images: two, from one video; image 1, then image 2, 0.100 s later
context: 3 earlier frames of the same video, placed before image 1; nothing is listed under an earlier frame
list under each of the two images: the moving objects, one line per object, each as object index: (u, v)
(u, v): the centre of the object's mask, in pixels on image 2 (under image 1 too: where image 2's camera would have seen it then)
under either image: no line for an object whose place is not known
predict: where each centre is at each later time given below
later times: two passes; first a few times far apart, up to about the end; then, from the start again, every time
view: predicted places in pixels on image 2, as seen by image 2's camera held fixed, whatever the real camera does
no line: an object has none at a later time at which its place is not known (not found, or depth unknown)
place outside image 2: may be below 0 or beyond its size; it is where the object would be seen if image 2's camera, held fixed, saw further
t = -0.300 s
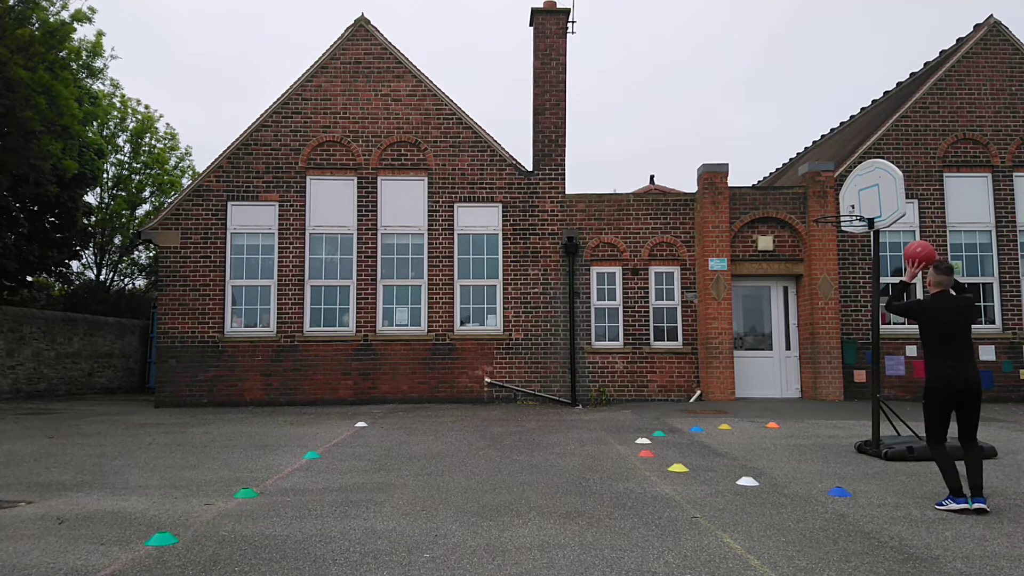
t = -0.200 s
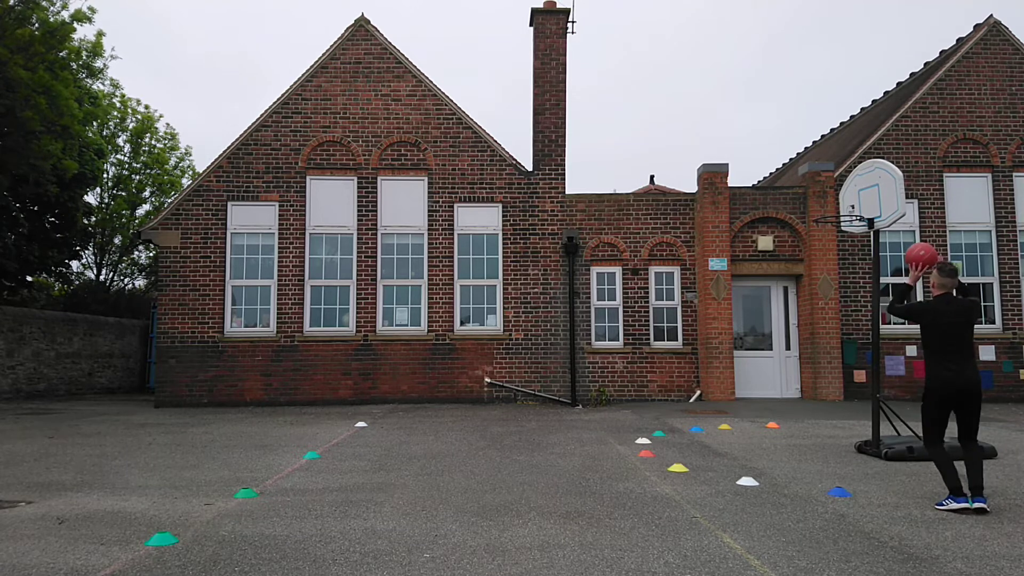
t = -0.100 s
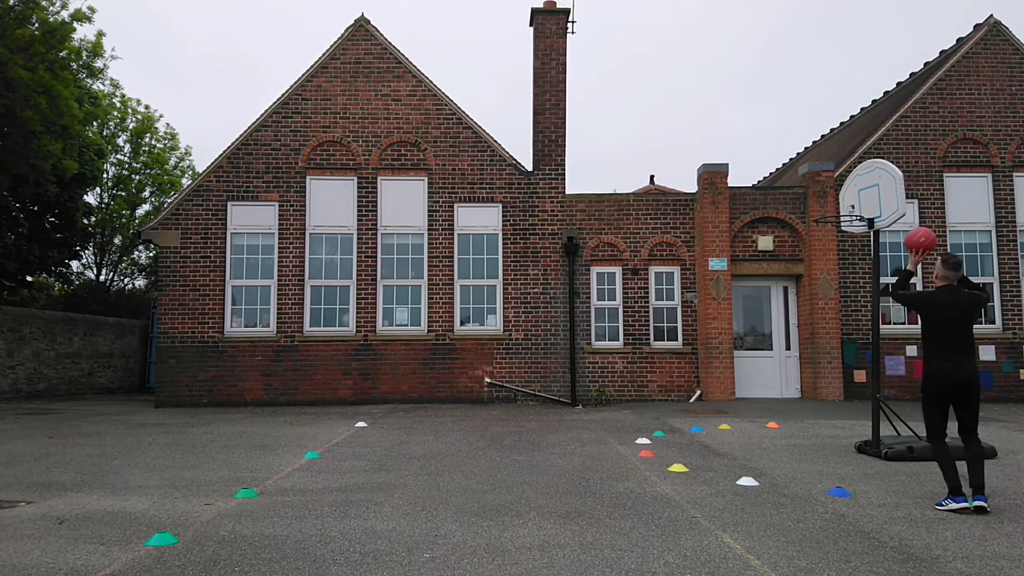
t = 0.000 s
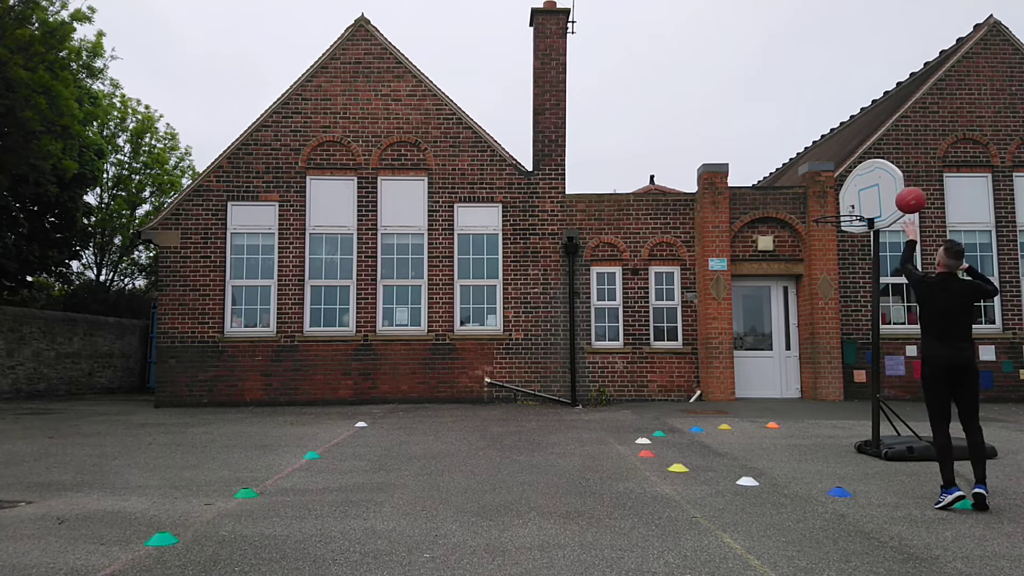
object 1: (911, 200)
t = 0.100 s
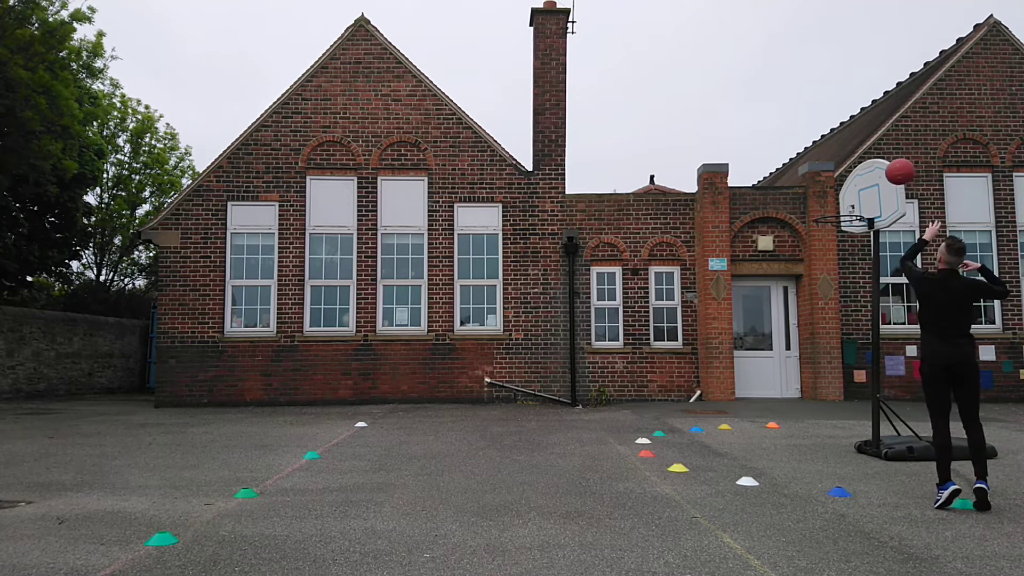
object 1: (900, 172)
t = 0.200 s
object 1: (891, 156)
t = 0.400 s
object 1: (875, 159)
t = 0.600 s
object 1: (863, 201)
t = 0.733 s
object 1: (886, 213)
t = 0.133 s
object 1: (897, 165)
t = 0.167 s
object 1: (894, 160)
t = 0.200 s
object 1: (891, 156)
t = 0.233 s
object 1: (888, 153)
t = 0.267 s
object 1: (885, 152)
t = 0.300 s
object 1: (882, 152)
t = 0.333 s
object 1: (880, 153)
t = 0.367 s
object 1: (877, 156)
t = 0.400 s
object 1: (875, 159)
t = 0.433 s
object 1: (873, 164)
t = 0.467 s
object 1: (870, 169)
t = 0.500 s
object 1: (869, 176)
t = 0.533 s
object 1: (867, 183)
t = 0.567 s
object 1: (865, 192)
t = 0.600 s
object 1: (863, 201)
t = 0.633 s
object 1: (862, 210)
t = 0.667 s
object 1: (869, 211)
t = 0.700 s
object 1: (878, 211)
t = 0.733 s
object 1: (886, 213)
